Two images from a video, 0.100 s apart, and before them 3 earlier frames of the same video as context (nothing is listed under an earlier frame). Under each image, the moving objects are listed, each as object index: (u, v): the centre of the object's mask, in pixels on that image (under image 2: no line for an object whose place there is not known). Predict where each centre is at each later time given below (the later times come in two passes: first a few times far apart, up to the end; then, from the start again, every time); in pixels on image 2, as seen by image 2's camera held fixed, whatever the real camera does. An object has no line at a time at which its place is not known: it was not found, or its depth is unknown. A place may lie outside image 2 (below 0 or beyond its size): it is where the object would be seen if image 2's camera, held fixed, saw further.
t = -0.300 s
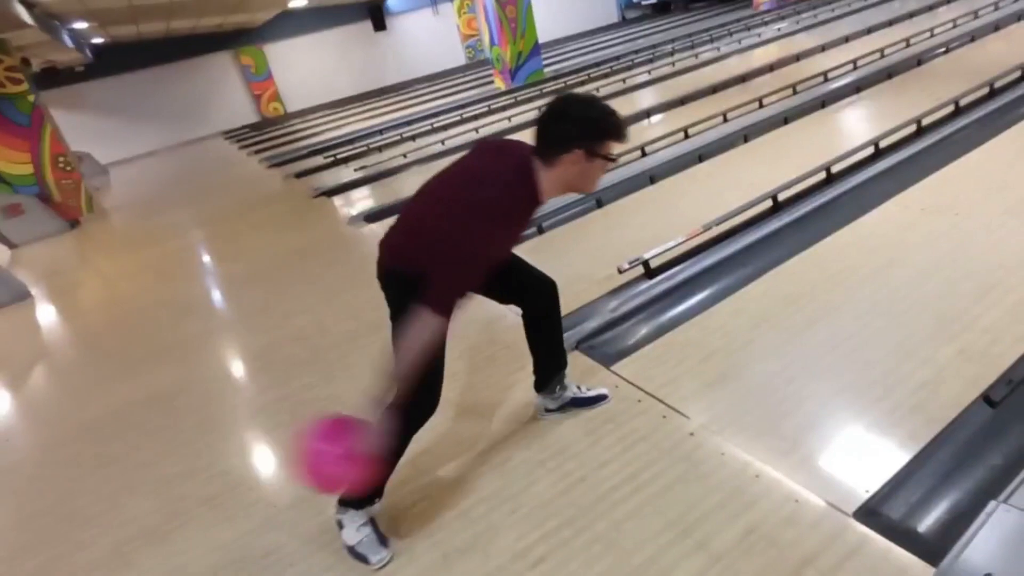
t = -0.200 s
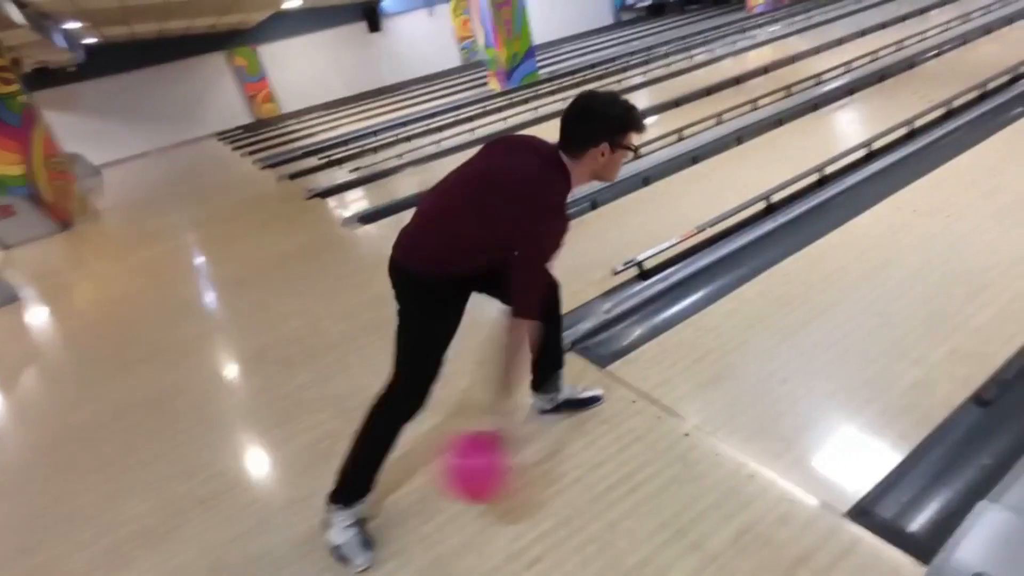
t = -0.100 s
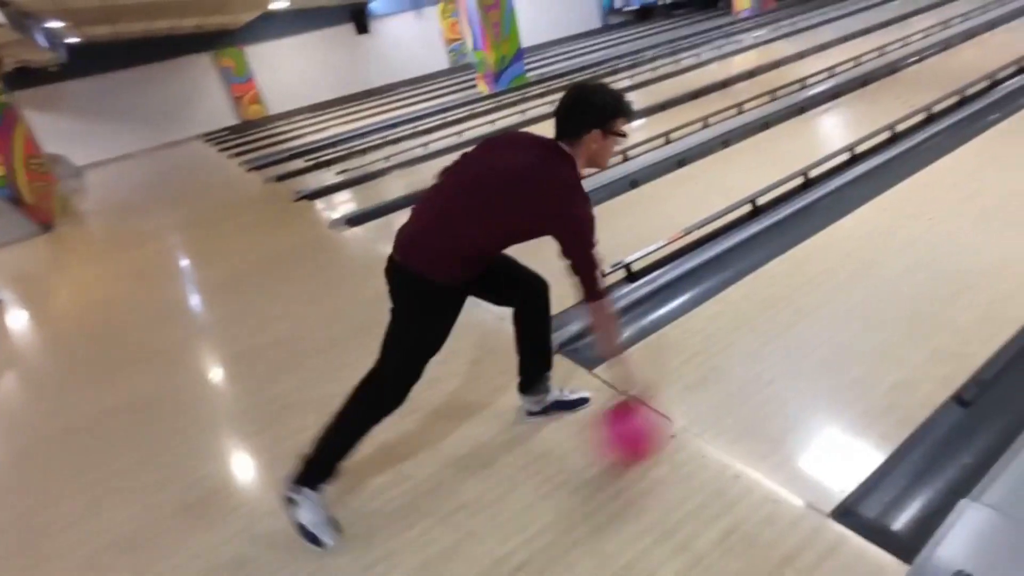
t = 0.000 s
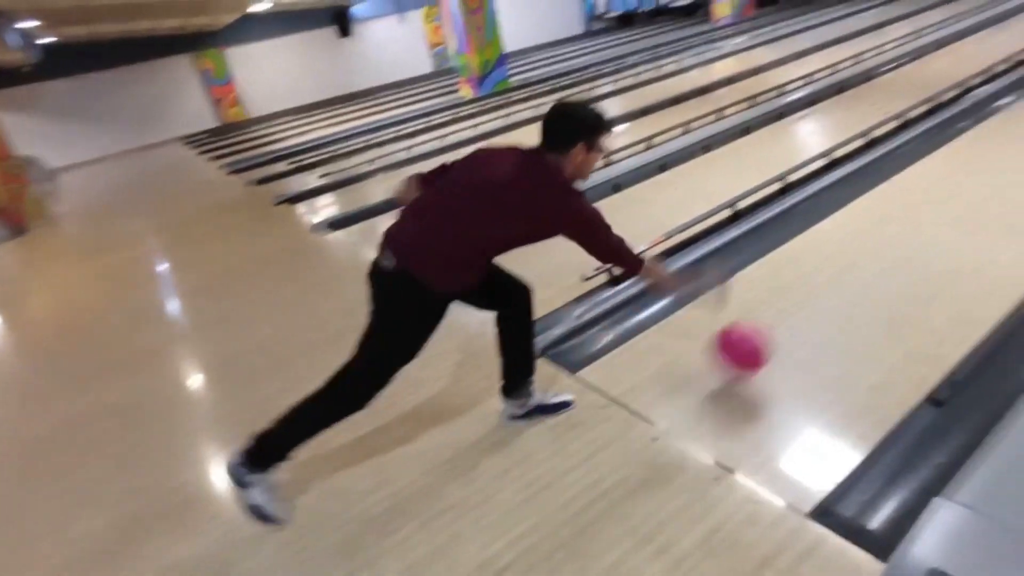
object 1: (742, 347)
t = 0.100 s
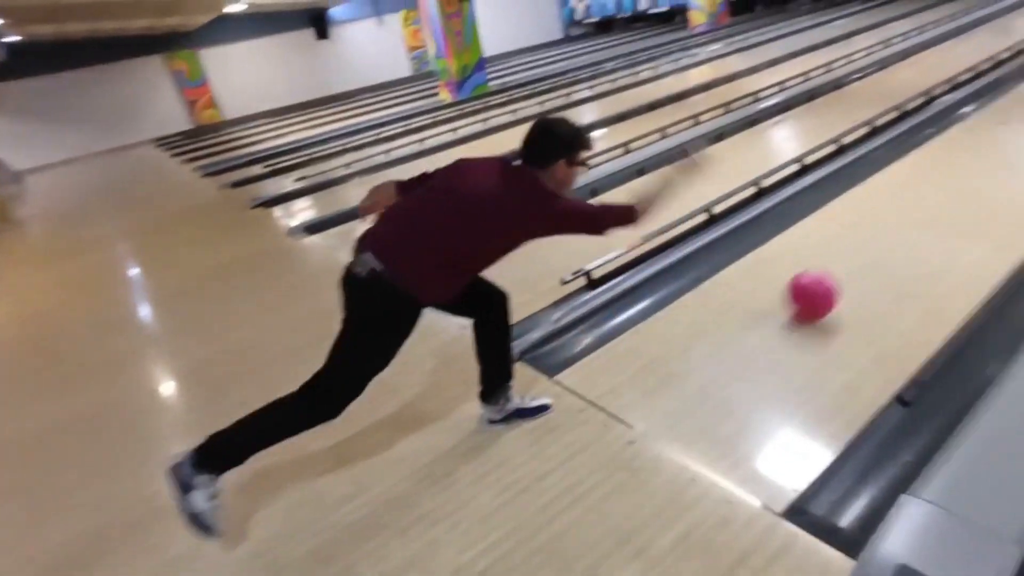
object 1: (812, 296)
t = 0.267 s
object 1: (923, 216)
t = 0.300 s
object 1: (940, 203)
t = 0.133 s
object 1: (838, 280)
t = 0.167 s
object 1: (863, 261)
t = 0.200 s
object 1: (884, 245)
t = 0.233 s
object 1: (905, 229)
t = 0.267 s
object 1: (923, 216)
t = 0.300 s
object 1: (940, 203)
